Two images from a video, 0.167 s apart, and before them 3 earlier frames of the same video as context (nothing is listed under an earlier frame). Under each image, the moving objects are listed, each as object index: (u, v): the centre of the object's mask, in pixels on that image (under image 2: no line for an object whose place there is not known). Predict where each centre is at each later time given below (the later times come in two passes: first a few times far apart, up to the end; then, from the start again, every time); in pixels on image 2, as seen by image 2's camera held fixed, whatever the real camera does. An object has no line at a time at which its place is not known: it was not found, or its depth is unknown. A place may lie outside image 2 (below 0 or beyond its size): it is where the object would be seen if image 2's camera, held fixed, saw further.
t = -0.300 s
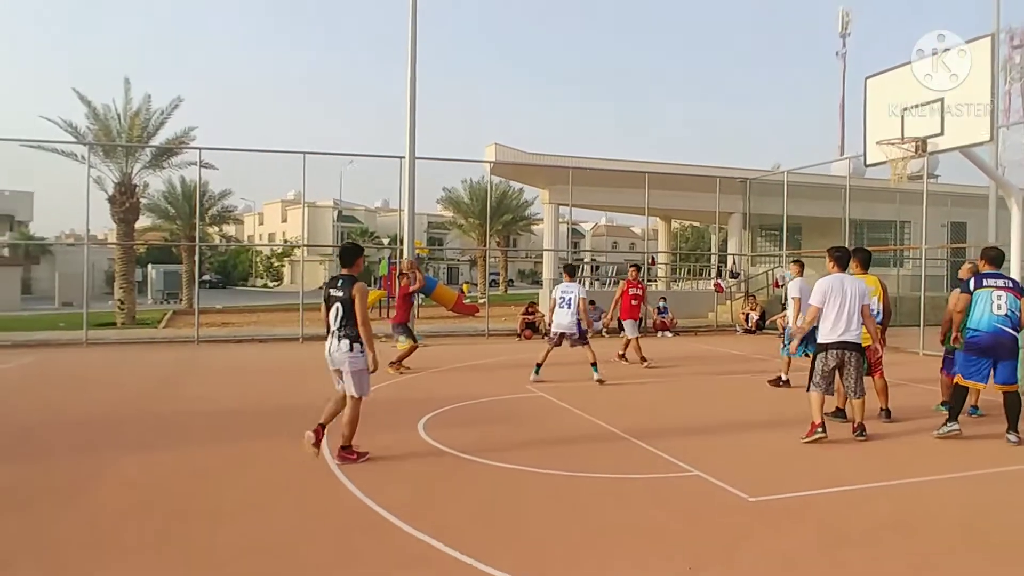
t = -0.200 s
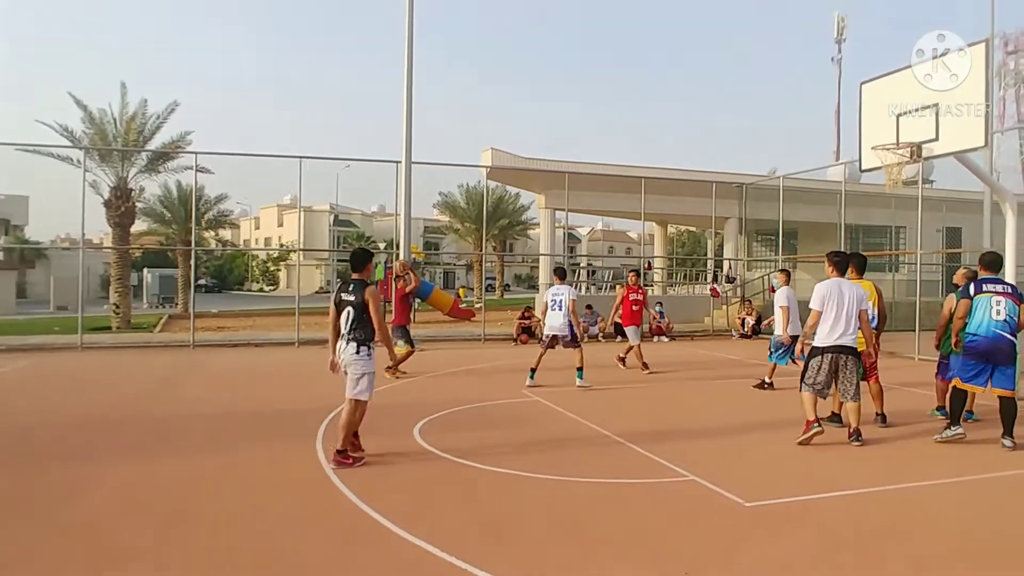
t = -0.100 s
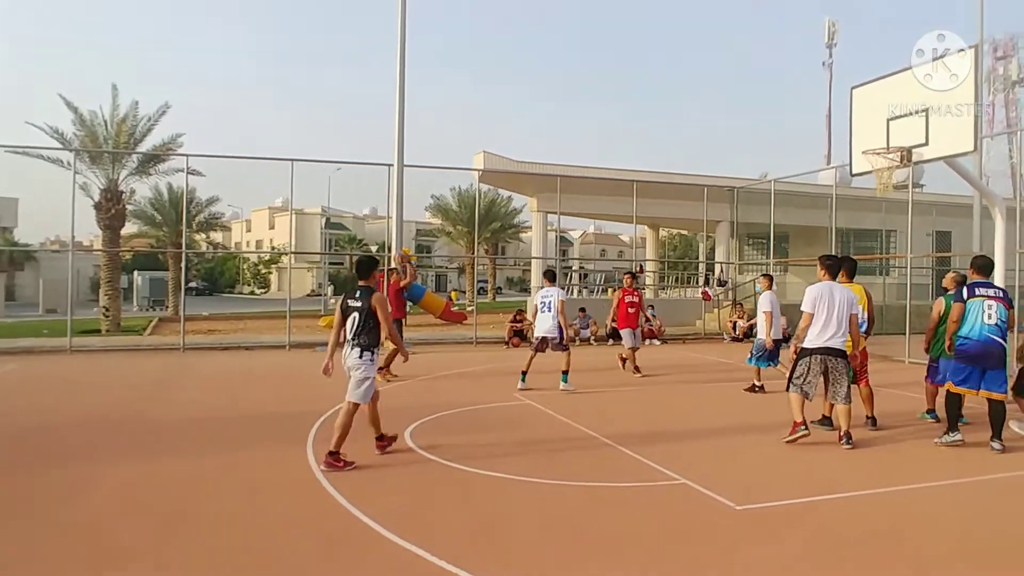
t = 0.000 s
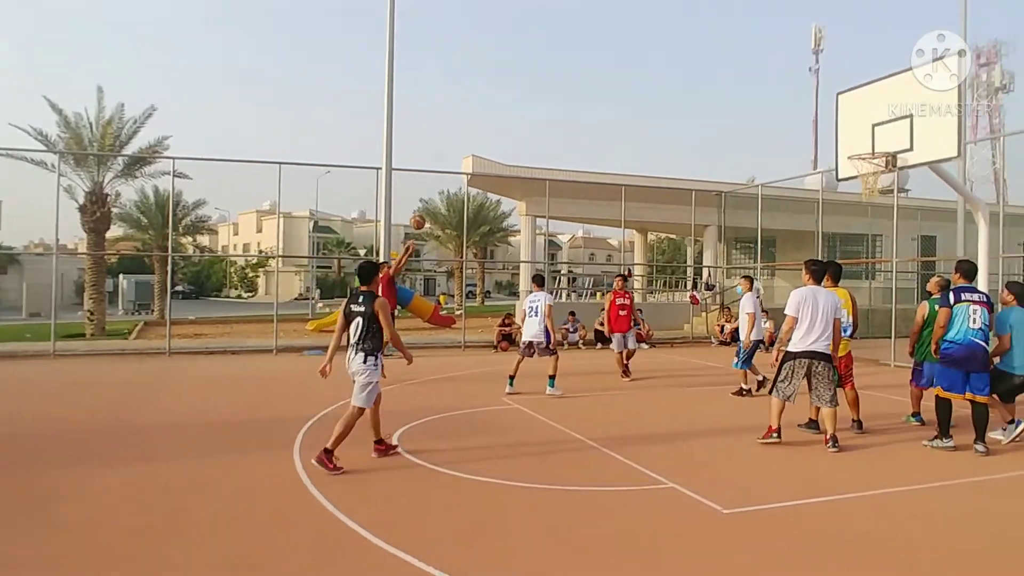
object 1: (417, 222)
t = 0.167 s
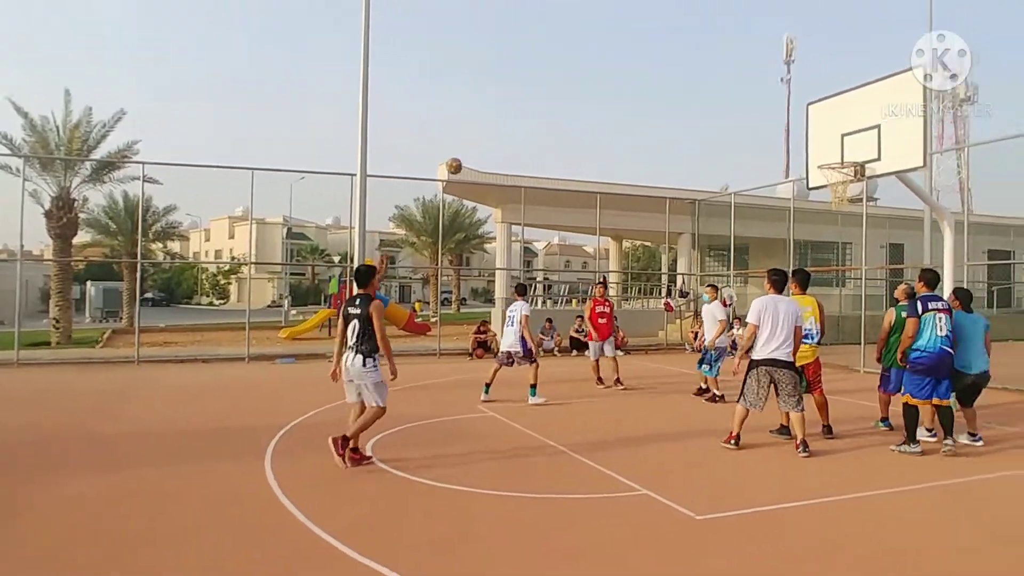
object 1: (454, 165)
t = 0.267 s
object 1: (492, 136)
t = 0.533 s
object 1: (599, 86)
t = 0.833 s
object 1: (728, 91)
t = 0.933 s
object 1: (774, 109)
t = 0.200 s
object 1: (467, 155)
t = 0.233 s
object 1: (479, 145)
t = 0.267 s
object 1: (492, 136)
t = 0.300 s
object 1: (505, 127)
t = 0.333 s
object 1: (518, 119)
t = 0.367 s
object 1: (532, 112)
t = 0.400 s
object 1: (545, 106)
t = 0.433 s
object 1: (558, 100)
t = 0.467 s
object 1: (571, 94)
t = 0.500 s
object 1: (585, 90)
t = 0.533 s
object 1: (599, 86)
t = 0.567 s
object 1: (612, 84)
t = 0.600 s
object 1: (626, 82)
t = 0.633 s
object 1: (640, 81)
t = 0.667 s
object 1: (654, 80)
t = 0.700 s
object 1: (669, 81)
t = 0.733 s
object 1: (684, 82)
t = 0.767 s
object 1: (699, 84)
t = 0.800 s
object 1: (713, 88)
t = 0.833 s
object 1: (728, 91)
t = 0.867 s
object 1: (743, 96)
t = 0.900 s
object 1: (759, 102)
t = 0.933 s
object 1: (774, 109)
